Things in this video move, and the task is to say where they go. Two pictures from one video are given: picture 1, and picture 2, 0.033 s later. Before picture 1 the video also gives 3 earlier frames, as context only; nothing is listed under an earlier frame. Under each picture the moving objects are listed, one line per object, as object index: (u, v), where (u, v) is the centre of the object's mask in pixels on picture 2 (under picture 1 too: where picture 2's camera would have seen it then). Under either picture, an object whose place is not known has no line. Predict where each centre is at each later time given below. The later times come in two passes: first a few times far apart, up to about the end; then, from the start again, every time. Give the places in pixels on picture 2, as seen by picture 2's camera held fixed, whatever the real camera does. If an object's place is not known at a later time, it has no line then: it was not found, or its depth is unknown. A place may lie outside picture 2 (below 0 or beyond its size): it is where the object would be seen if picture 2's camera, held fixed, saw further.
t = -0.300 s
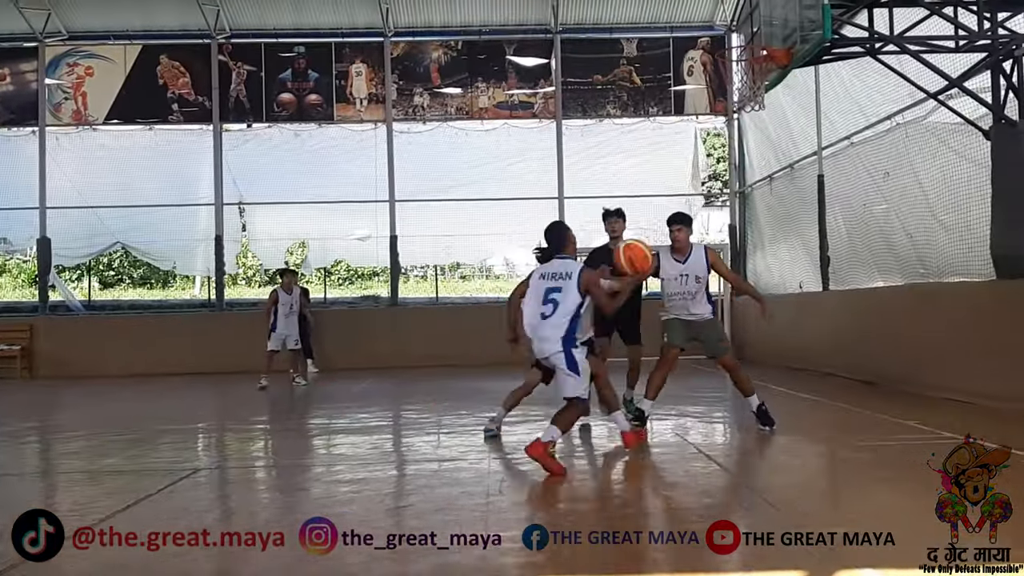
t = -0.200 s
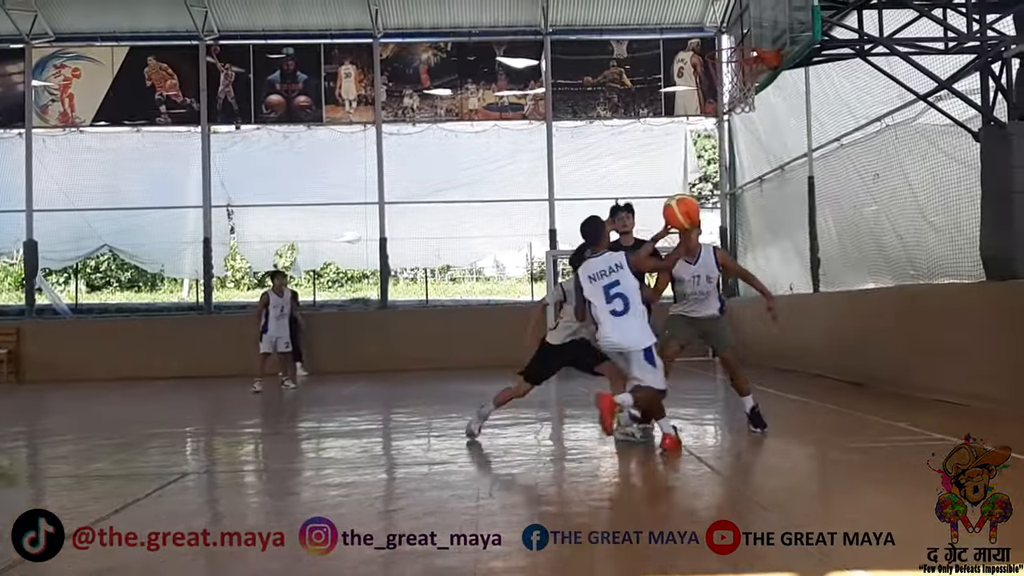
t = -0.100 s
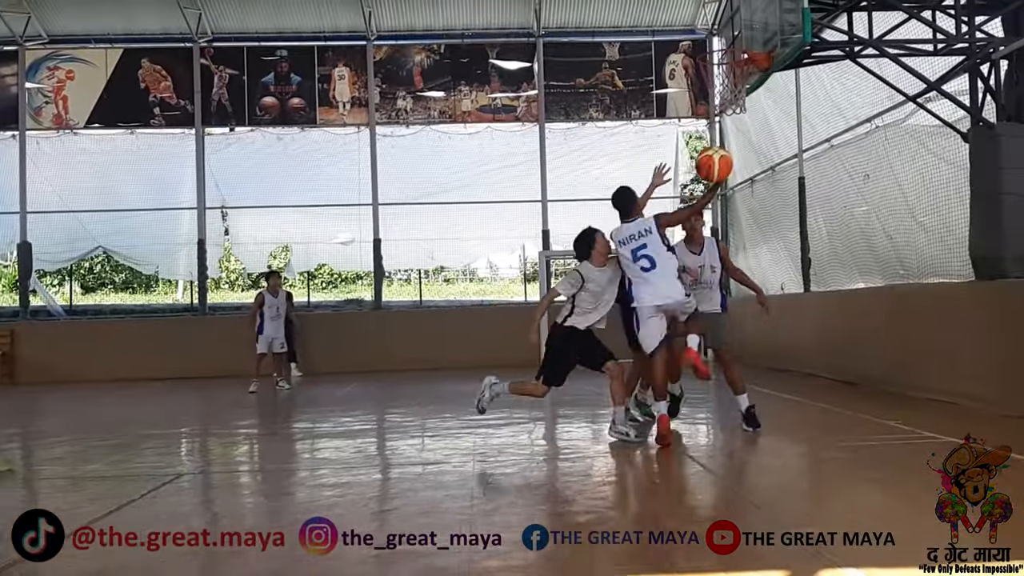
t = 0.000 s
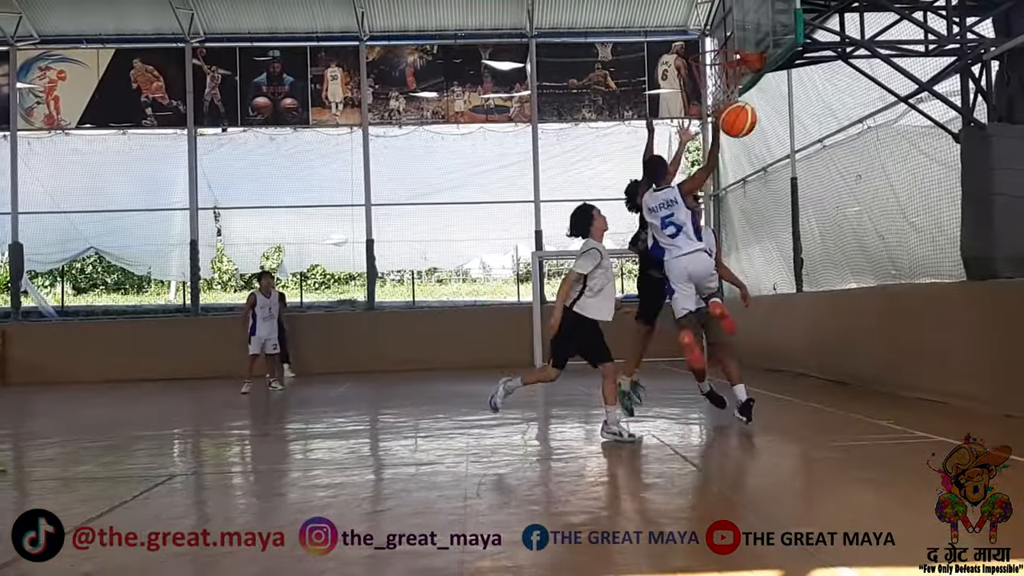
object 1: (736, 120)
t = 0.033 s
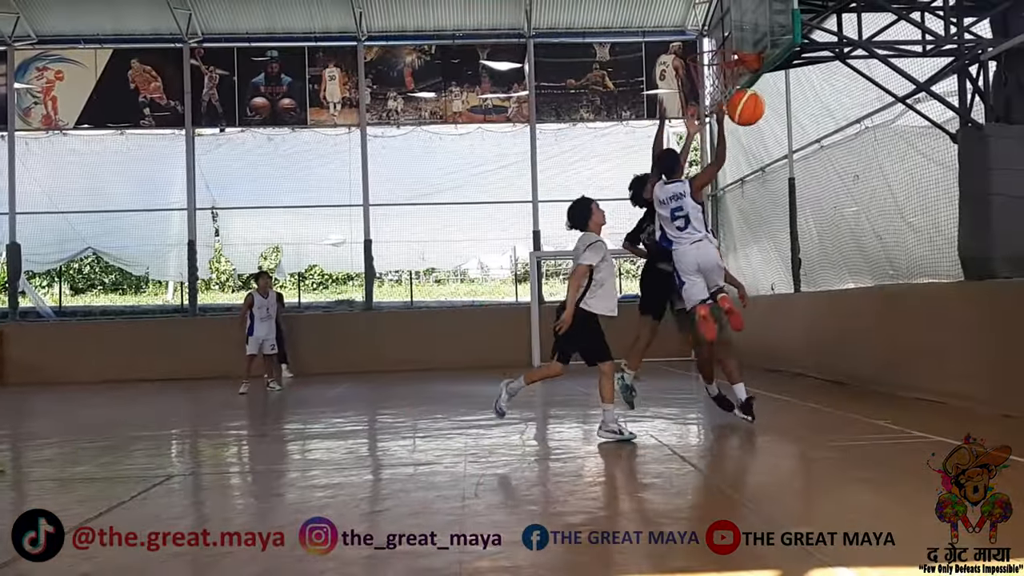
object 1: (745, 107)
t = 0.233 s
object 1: (810, 69)
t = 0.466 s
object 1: (891, 101)
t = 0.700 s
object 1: (980, 225)
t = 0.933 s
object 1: (1074, 431)
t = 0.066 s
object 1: (756, 97)
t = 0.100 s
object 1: (766, 88)
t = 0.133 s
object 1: (777, 80)
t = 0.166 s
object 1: (788, 75)
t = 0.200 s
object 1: (799, 71)
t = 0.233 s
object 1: (810, 69)
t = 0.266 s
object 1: (821, 68)
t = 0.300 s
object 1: (833, 69)
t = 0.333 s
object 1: (844, 71)
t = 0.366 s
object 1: (856, 76)
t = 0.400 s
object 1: (867, 83)
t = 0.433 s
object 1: (879, 91)
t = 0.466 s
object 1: (891, 101)
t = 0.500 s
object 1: (903, 113)
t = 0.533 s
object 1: (915, 127)
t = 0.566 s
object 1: (928, 142)
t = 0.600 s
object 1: (941, 160)
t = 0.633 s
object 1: (953, 180)
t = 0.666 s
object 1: (966, 201)
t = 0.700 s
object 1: (980, 225)
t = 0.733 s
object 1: (993, 250)
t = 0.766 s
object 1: (1006, 278)
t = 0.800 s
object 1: (1022, 308)
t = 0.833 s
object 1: (1035, 340)
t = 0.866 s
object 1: (1050, 374)
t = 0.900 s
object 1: (1065, 410)
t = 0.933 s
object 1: (1074, 431)
